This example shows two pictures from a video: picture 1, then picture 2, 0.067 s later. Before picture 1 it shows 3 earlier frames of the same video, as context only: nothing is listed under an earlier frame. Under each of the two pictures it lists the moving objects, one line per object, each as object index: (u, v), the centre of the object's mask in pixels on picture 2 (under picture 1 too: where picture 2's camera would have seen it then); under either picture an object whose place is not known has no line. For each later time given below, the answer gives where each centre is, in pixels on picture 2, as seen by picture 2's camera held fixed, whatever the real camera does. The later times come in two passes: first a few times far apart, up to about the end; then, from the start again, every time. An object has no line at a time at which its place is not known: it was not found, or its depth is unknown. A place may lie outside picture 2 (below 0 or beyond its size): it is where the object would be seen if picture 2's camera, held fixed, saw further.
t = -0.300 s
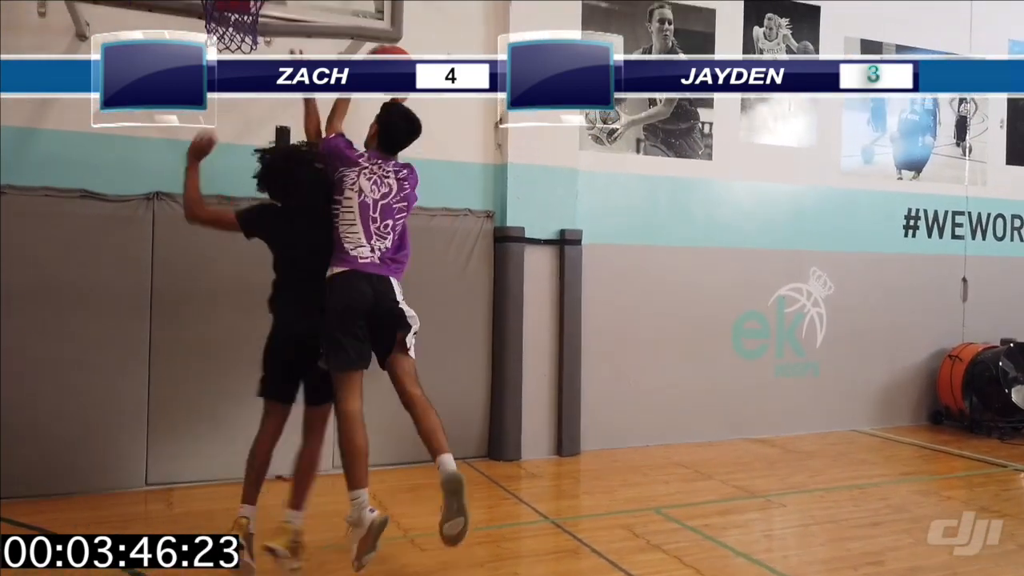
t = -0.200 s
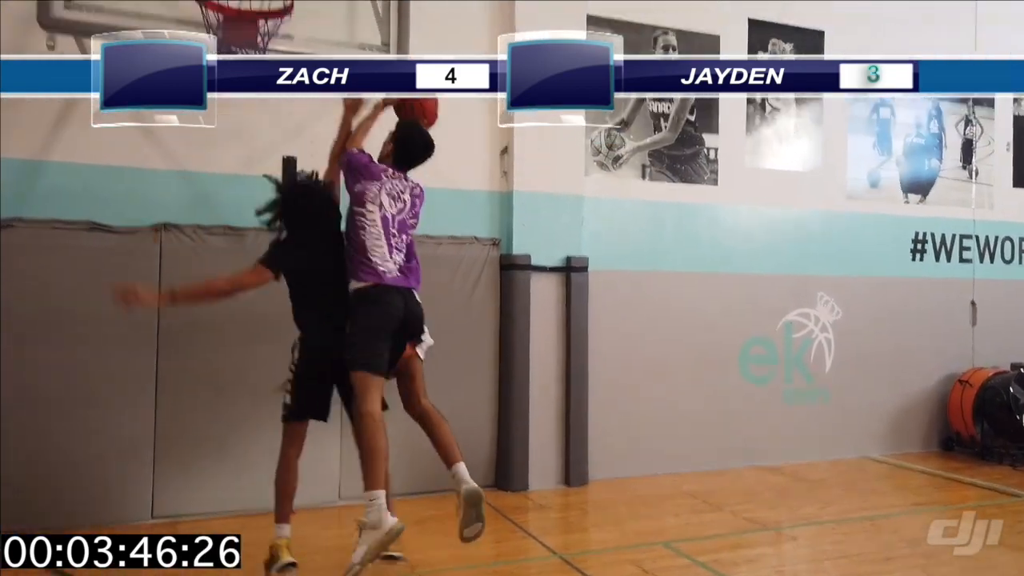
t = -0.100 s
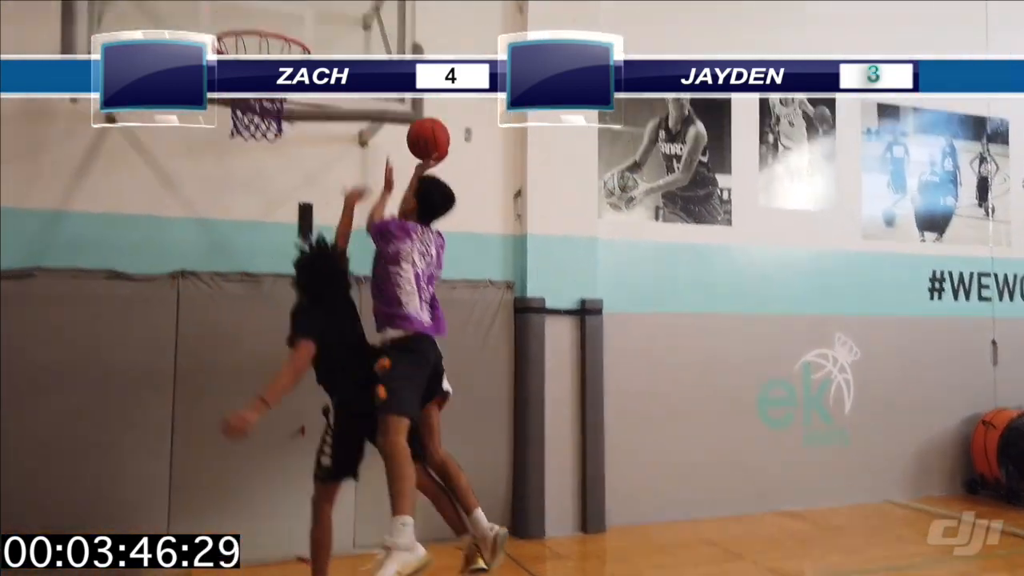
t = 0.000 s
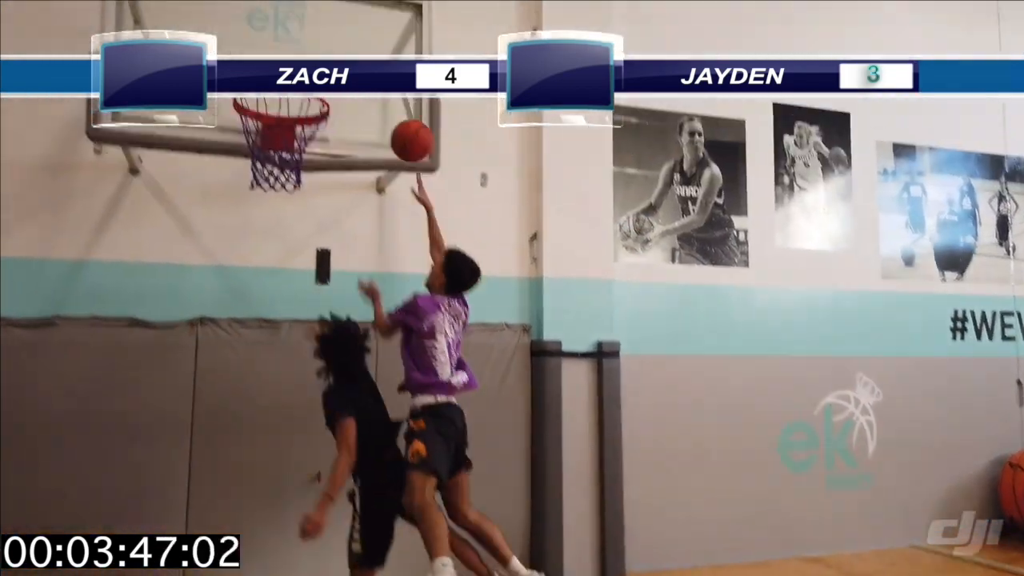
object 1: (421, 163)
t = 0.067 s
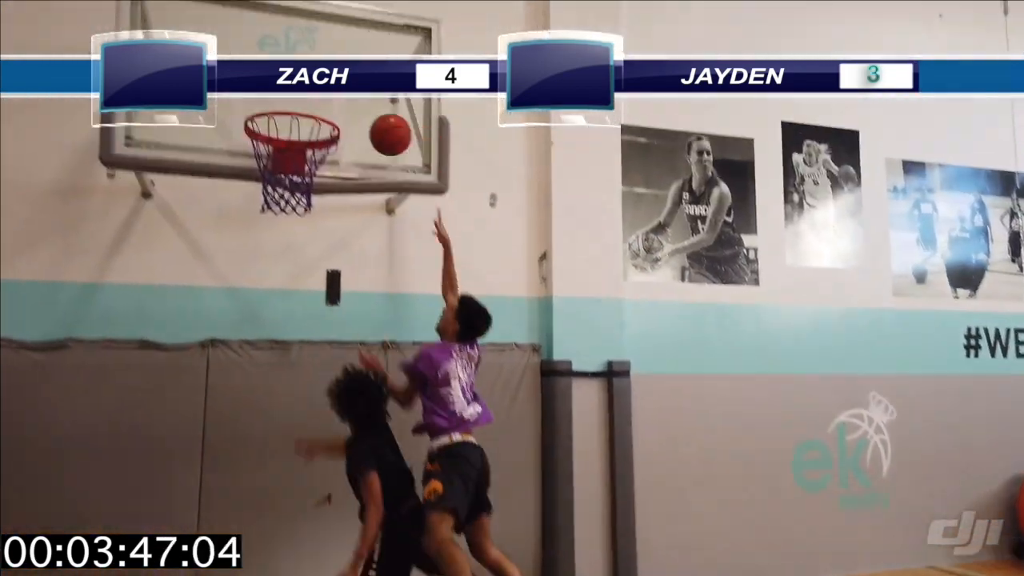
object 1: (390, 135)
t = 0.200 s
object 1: (331, 101)
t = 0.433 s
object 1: (270, 103)
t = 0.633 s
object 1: (325, 103)
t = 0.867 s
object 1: (358, 101)
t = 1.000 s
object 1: (376, 142)
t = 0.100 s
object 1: (375, 123)
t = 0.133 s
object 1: (360, 114)
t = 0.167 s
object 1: (345, 106)
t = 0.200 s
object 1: (331, 101)
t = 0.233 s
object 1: (322, 96)
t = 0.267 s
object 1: (314, 93)
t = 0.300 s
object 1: (305, 91)
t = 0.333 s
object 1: (297, 91)
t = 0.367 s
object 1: (288, 93)
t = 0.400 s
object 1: (279, 95)
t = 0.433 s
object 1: (270, 103)
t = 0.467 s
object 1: (265, 108)
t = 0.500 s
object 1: (278, 104)
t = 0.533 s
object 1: (290, 101)
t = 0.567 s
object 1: (302, 101)
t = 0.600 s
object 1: (315, 100)
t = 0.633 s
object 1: (325, 103)
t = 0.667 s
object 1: (330, 97)
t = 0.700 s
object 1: (335, 93)
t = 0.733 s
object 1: (339, 91)
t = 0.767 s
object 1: (344, 90)
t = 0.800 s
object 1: (349, 92)
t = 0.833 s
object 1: (354, 95)
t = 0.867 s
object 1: (358, 101)
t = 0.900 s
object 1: (363, 108)
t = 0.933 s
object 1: (367, 117)
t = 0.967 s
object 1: (371, 128)
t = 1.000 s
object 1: (376, 142)
